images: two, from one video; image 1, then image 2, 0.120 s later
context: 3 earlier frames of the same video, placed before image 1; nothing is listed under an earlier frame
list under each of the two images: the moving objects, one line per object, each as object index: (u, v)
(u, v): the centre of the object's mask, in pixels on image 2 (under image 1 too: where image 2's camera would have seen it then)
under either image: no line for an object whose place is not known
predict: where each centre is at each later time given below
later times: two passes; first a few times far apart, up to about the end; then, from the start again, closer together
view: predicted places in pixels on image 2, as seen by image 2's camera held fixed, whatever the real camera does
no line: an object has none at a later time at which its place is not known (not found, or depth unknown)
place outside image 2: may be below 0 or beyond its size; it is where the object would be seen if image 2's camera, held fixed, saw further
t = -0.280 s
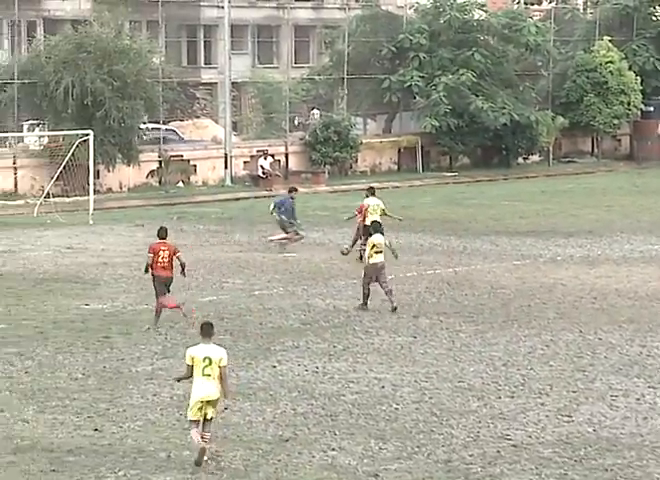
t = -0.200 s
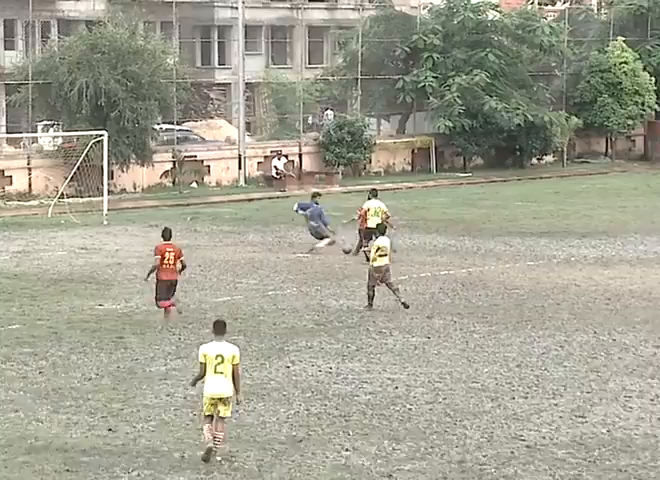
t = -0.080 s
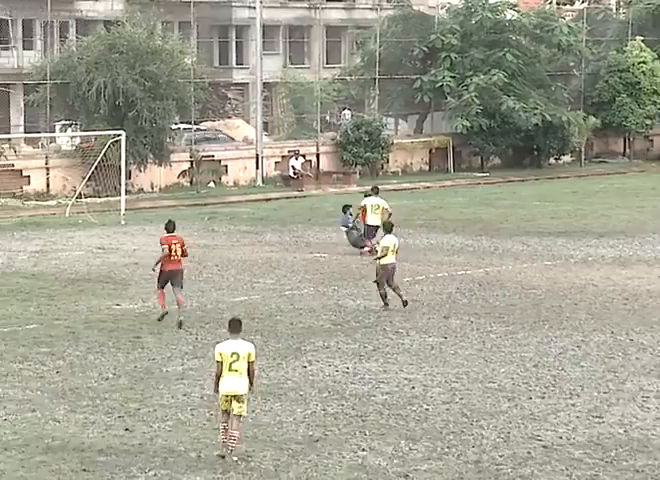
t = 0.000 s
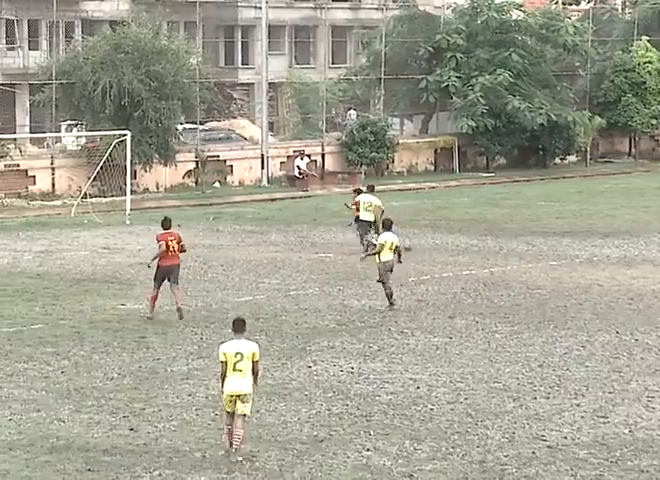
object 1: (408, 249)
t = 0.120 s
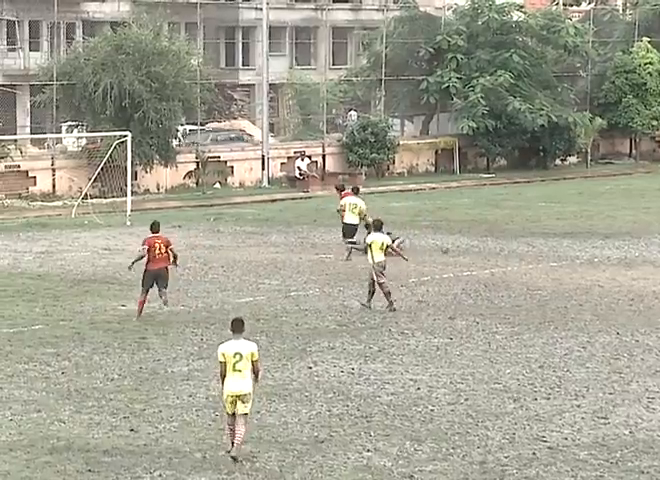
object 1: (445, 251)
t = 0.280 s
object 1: (488, 252)
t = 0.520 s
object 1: (545, 251)
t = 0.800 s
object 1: (582, 253)
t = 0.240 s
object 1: (479, 251)
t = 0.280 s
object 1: (488, 252)
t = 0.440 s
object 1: (527, 250)
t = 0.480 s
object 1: (536, 249)
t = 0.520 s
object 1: (545, 251)
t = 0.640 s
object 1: (568, 252)
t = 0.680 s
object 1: (573, 253)
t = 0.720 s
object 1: (577, 253)
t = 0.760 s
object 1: (579, 253)
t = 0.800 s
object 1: (582, 253)
